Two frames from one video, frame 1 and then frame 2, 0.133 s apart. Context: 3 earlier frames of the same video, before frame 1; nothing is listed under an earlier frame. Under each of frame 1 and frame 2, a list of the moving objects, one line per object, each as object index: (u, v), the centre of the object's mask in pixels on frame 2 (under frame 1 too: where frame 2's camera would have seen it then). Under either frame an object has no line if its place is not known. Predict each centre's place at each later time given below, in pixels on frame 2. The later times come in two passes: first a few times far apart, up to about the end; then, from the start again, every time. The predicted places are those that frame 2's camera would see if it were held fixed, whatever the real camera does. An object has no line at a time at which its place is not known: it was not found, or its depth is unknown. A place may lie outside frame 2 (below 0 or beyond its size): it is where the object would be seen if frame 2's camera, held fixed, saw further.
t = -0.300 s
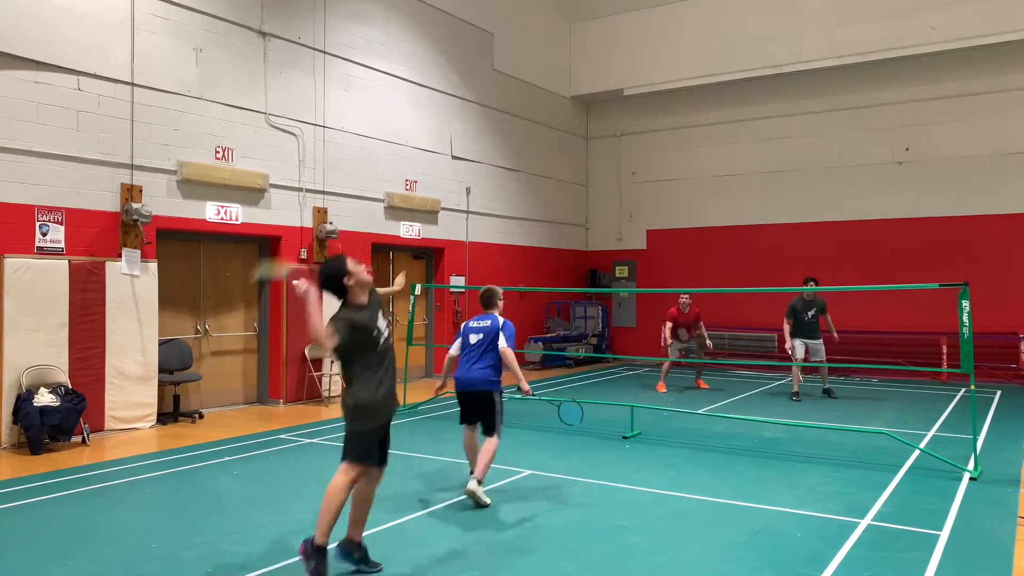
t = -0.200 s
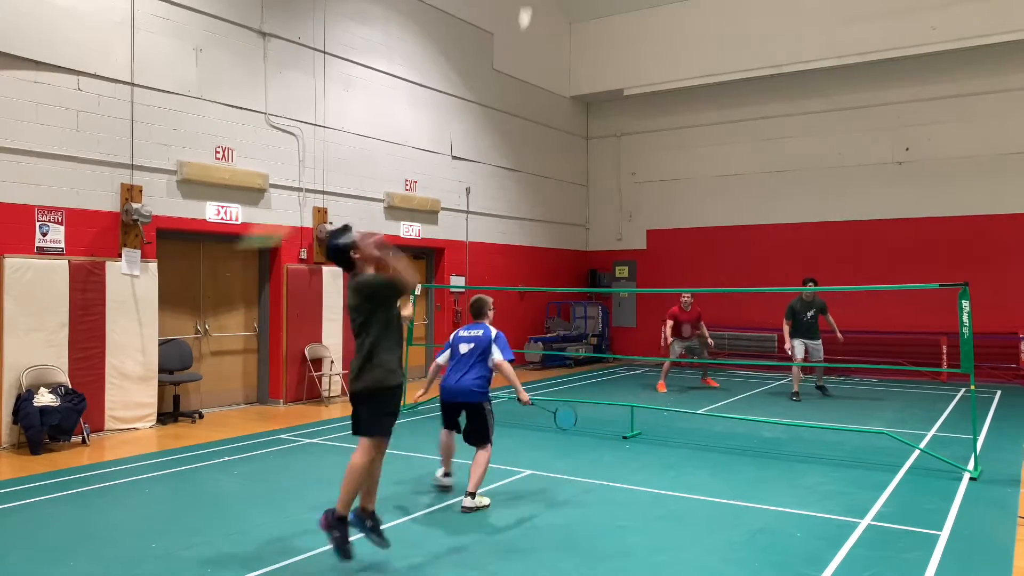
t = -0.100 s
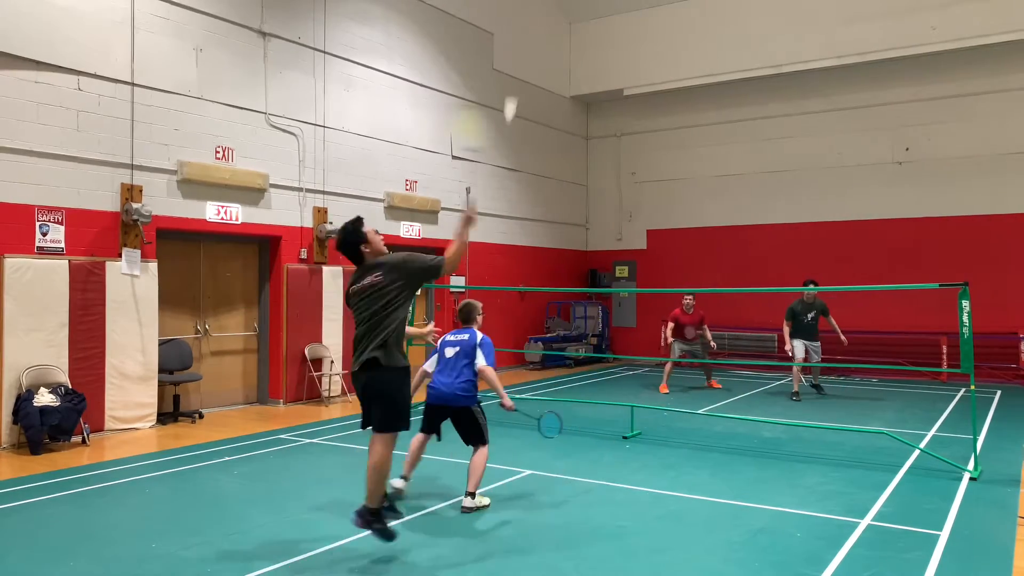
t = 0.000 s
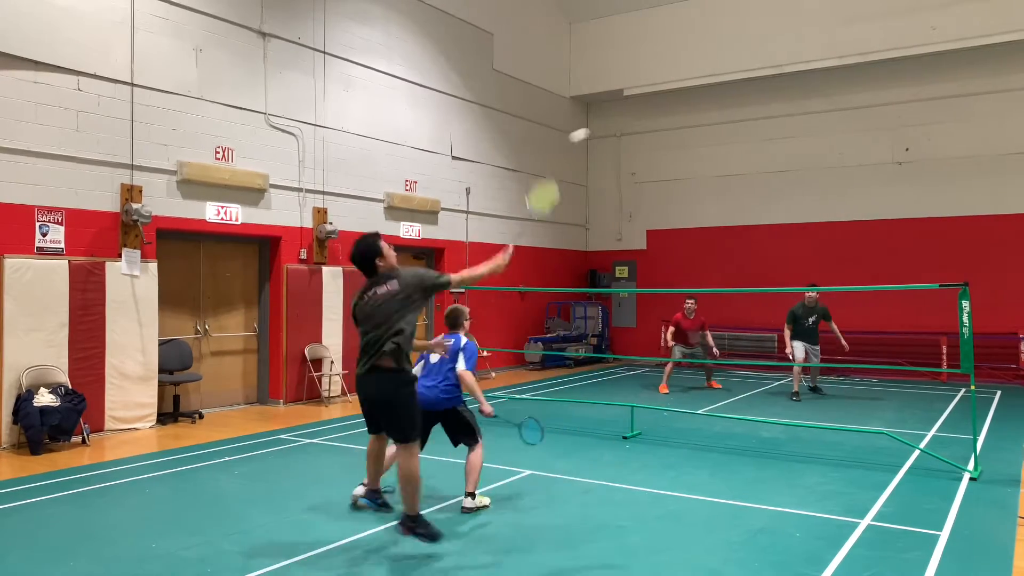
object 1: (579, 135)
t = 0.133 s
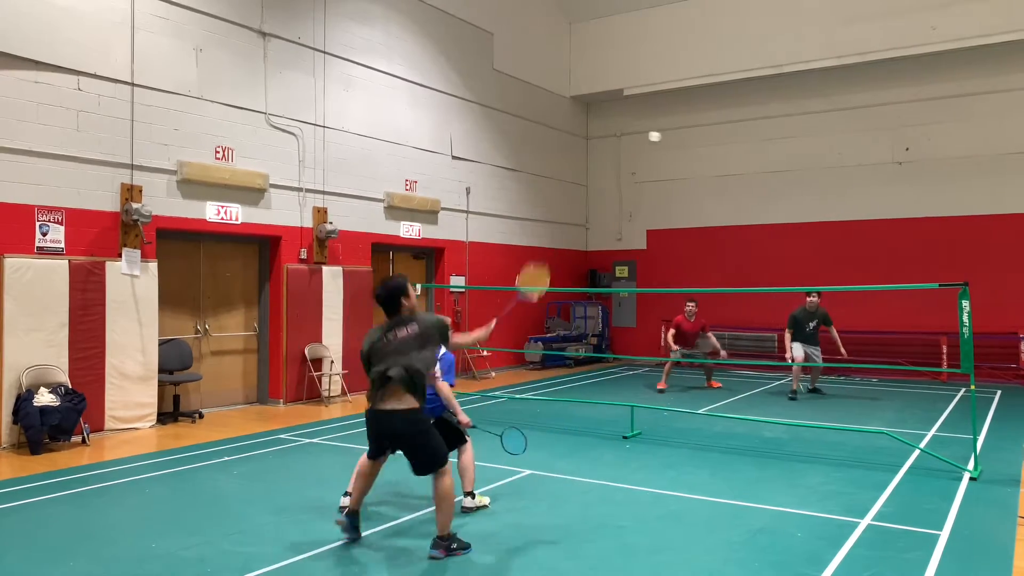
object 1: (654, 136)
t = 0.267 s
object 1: (694, 154)
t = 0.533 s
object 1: (739, 216)
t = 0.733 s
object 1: (759, 276)
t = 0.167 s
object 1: (666, 139)
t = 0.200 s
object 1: (676, 143)
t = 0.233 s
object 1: (686, 148)
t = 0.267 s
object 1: (694, 154)
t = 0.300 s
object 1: (702, 160)
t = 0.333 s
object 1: (709, 167)
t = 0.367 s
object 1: (715, 174)
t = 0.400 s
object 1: (720, 181)
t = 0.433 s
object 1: (726, 189)
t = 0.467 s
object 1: (730, 198)
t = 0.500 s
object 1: (735, 206)
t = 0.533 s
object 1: (739, 216)
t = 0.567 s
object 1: (743, 225)
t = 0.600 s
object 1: (746, 235)
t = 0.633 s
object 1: (750, 245)
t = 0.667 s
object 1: (753, 255)
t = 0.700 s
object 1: (757, 265)
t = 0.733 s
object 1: (759, 276)
